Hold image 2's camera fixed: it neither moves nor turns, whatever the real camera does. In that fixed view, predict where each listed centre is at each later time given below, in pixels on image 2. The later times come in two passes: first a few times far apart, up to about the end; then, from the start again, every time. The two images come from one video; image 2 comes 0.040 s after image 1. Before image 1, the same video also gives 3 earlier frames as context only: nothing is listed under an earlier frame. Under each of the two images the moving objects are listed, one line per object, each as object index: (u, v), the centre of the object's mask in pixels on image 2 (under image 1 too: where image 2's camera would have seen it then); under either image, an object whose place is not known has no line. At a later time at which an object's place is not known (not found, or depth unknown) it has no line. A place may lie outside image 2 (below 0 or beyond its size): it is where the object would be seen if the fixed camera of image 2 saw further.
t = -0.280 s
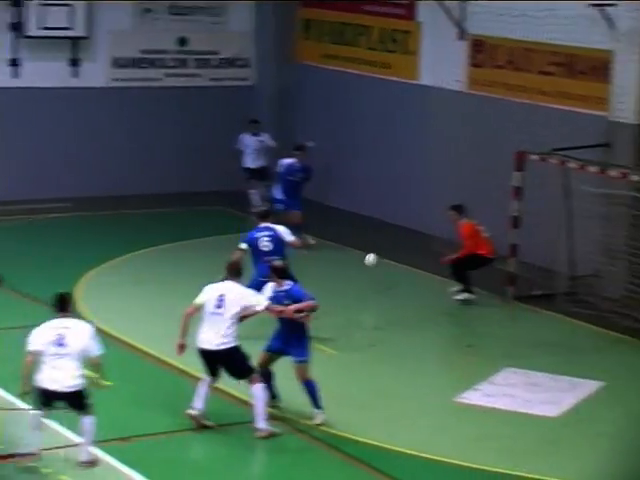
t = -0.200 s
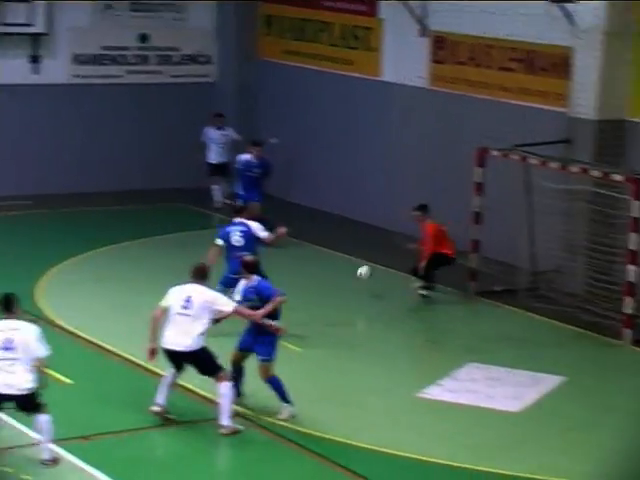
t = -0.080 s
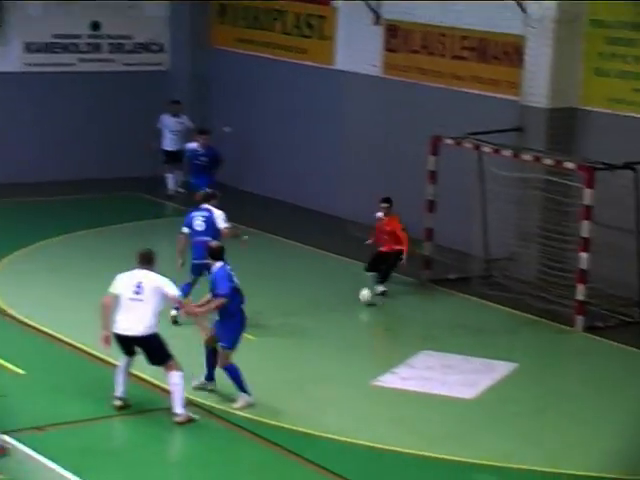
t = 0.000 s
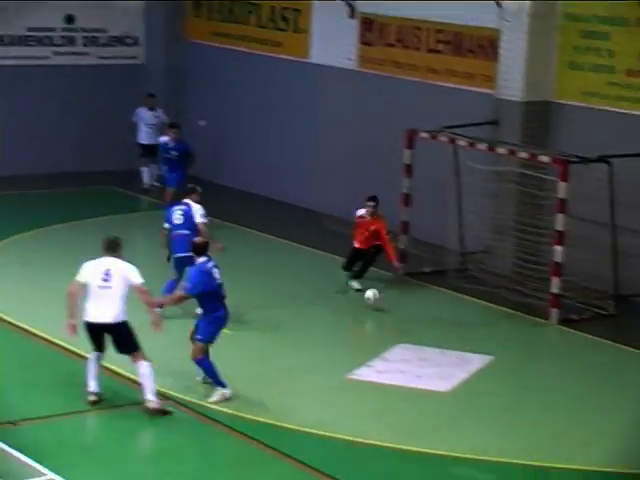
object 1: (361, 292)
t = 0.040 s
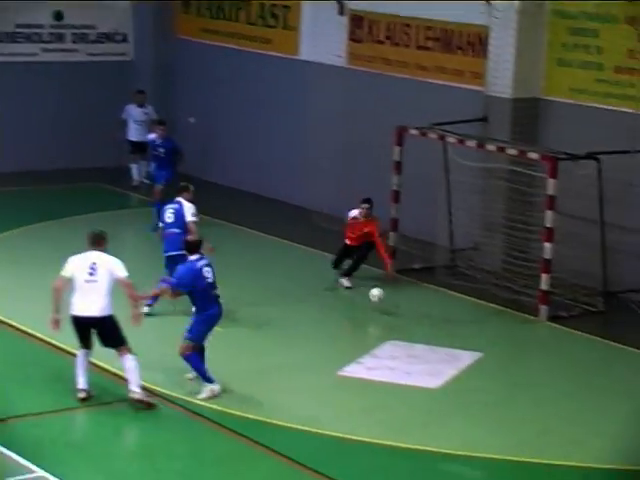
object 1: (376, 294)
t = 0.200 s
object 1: (439, 320)
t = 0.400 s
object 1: (519, 356)
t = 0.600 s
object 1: (601, 386)
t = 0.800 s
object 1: (688, 426)
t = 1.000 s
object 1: (786, 468)
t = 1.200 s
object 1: (899, 514)
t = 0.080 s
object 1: (392, 298)
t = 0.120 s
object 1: (407, 304)
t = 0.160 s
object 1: (423, 312)
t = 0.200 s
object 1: (439, 320)
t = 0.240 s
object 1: (456, 331)
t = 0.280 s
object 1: (474, 343)
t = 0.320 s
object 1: (489, 346)
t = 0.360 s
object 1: (504, 350)
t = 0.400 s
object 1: (519, 356)
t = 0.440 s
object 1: (536, 364)
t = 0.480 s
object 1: (552, 372)
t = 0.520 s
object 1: (569, 379)
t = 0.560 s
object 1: (584, 381)
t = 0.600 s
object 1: (601, 386)
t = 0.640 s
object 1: (617, 395)
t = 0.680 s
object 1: (634, 402)
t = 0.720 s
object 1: (651, 411)
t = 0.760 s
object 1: (668, 420)
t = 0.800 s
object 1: (688, 426)
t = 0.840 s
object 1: (705, 434)
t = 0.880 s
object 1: (725, 443)
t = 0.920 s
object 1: (744, 451)
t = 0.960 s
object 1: (765, 459)
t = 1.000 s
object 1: (786, 468)
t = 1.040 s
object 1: (807, 474)
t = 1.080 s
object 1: (829, 483)
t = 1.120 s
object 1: (852, 494)
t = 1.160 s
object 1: (875, 504)
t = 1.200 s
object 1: (899, 514)
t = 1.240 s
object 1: (923, 524)
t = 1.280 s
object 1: (949, 533)
